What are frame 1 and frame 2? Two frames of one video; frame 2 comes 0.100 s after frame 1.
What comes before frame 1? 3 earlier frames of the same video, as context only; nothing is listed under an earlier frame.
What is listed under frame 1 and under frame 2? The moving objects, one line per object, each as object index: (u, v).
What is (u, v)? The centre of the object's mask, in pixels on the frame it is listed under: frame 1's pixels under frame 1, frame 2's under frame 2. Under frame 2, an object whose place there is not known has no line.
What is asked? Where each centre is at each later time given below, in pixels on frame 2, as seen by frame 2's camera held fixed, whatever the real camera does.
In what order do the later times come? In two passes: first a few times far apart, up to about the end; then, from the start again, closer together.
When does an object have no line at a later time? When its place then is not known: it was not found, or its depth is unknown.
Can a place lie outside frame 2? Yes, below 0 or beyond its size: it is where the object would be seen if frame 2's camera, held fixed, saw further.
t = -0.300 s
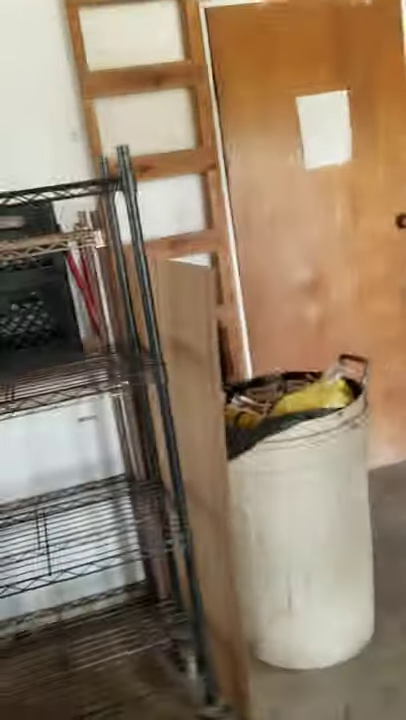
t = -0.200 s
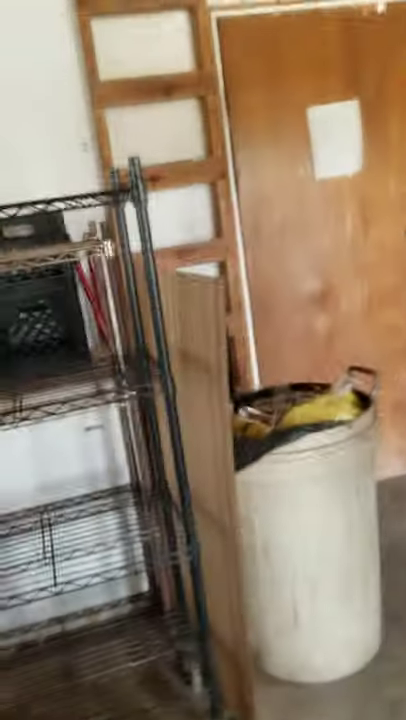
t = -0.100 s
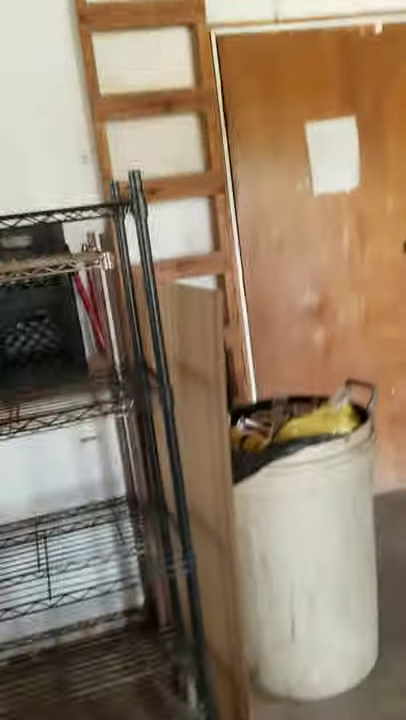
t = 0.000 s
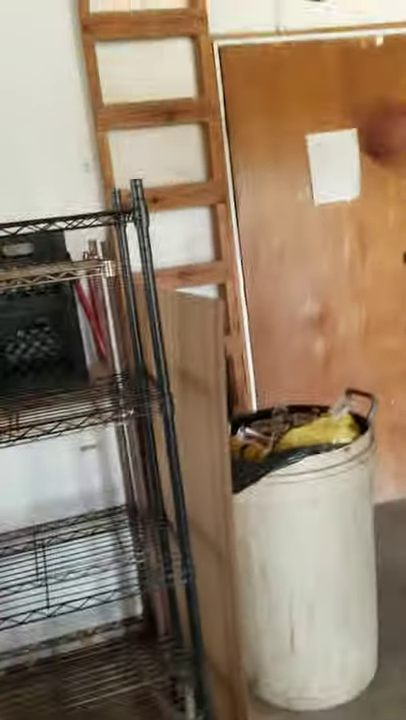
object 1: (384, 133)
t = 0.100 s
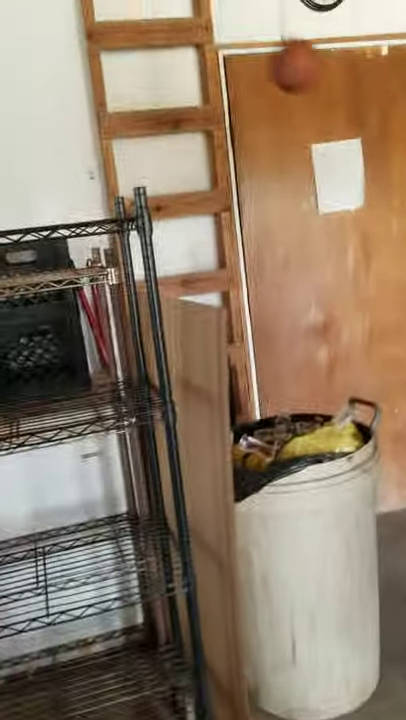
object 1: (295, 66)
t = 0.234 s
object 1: (217, 61)
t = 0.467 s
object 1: (174, 66)
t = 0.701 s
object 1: (189, 95)
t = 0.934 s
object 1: (237, 304)
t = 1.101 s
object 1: (309, 404)
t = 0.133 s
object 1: (271, 56)
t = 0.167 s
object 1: (250, 53)
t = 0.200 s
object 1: (231, 54)
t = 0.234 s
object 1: (217, 61)
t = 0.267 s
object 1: (204, 67)
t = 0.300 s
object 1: (191, 81)
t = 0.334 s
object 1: (182, 96)
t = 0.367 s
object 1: (175, 104)
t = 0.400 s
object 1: (174, 89)
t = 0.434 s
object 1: (174, 76)
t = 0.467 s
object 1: (174, 66)
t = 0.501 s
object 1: (175, 59)
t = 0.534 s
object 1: (176, 55)
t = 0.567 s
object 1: (178, 55)
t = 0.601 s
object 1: (179, 58)
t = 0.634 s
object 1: (182, 65)
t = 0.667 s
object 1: (186, 78)
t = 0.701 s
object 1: (189, 95)
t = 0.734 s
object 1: (193, 117)
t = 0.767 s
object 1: (200, 142)
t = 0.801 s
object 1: (204, 182)
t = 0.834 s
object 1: (214, 217)
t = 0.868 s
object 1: (219, 267)
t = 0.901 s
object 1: (227, 299)
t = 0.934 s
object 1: (237, 304)
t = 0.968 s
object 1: (250, 313)
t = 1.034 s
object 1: (279, 348)
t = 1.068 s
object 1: (294, 376)
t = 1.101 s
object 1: (309, 404)
